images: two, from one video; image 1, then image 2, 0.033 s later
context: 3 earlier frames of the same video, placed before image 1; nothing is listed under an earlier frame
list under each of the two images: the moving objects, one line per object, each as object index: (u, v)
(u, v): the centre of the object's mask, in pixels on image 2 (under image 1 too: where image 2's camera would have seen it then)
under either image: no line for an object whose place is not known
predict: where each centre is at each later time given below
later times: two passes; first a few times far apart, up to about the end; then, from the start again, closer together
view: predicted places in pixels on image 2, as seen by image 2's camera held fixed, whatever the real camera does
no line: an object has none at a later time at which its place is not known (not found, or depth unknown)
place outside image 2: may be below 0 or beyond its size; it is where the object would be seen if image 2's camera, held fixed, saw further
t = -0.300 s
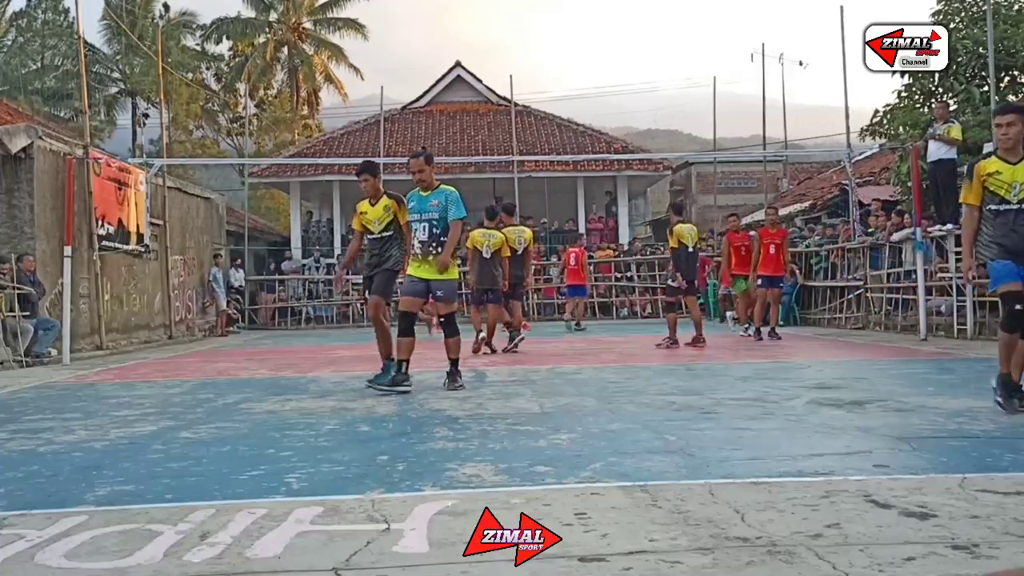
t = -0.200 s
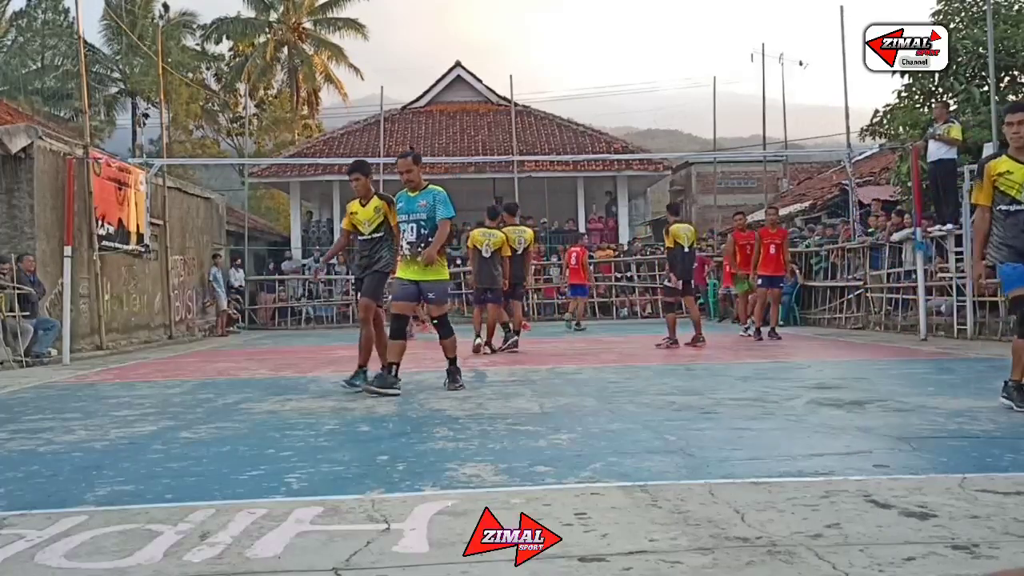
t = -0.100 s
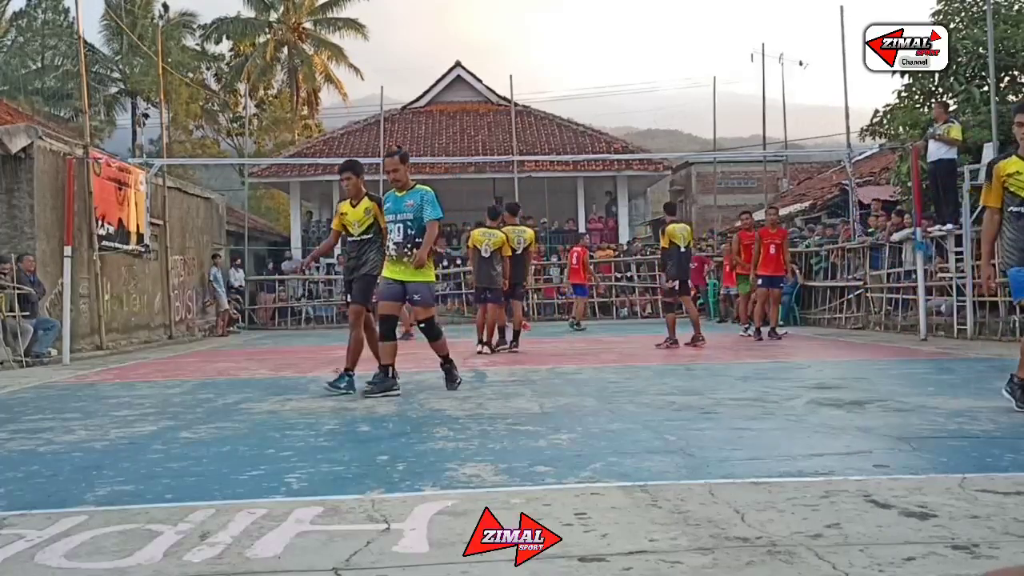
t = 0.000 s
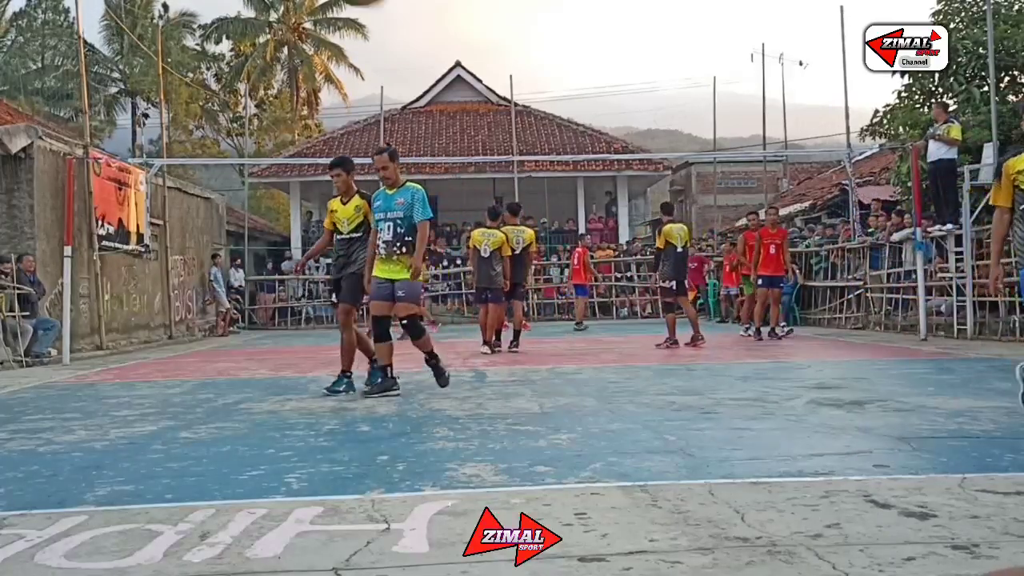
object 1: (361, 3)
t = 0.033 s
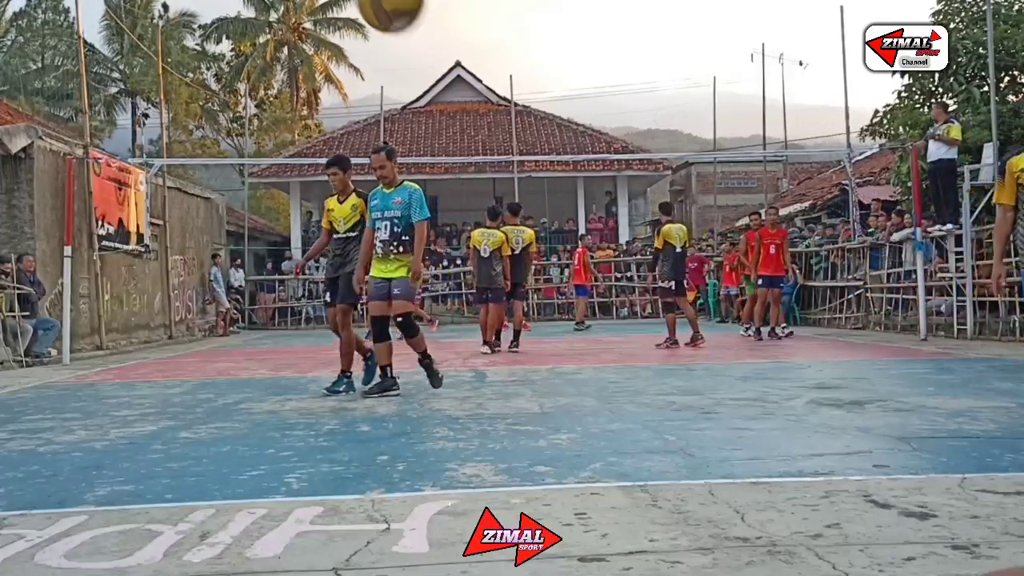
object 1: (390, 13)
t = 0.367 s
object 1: (671, 440)
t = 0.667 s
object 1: (866, 194)
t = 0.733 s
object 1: (906, 164)
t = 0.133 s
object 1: (482, 98)
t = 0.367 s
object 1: (671, 440)
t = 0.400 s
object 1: (695, 448)
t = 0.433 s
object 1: (717, 404)
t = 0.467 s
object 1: (738, 366)
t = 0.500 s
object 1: (761, 325)
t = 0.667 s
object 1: (866, 194)
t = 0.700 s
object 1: (887, 177)
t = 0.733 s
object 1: (906, 164)
